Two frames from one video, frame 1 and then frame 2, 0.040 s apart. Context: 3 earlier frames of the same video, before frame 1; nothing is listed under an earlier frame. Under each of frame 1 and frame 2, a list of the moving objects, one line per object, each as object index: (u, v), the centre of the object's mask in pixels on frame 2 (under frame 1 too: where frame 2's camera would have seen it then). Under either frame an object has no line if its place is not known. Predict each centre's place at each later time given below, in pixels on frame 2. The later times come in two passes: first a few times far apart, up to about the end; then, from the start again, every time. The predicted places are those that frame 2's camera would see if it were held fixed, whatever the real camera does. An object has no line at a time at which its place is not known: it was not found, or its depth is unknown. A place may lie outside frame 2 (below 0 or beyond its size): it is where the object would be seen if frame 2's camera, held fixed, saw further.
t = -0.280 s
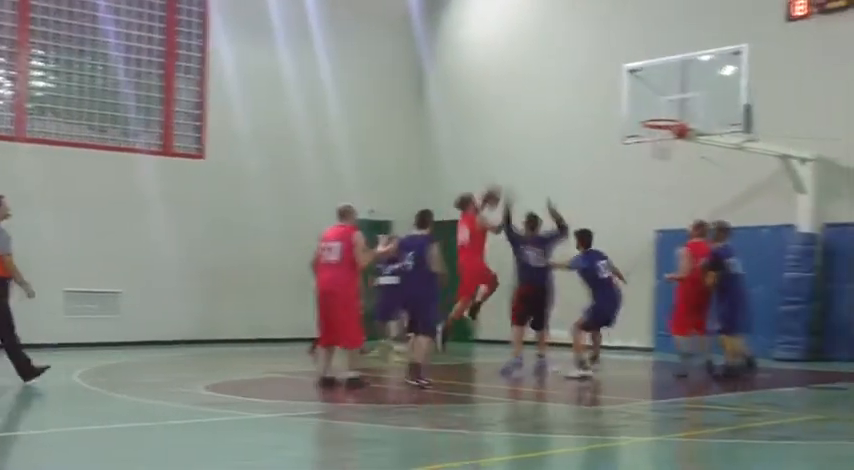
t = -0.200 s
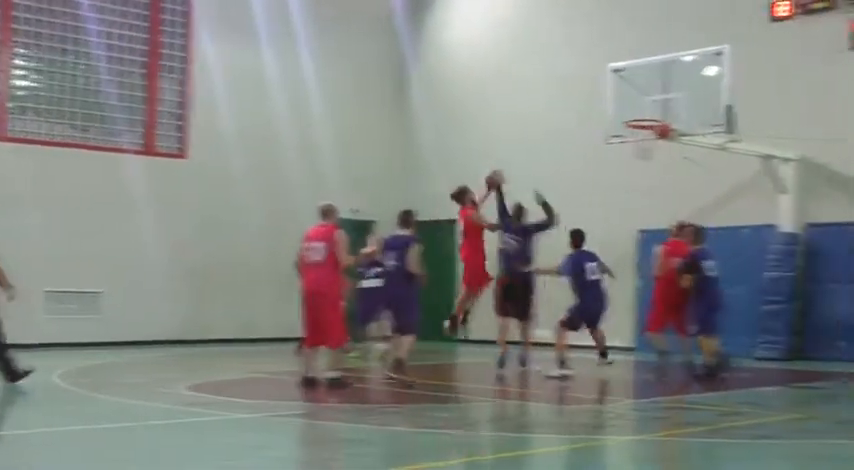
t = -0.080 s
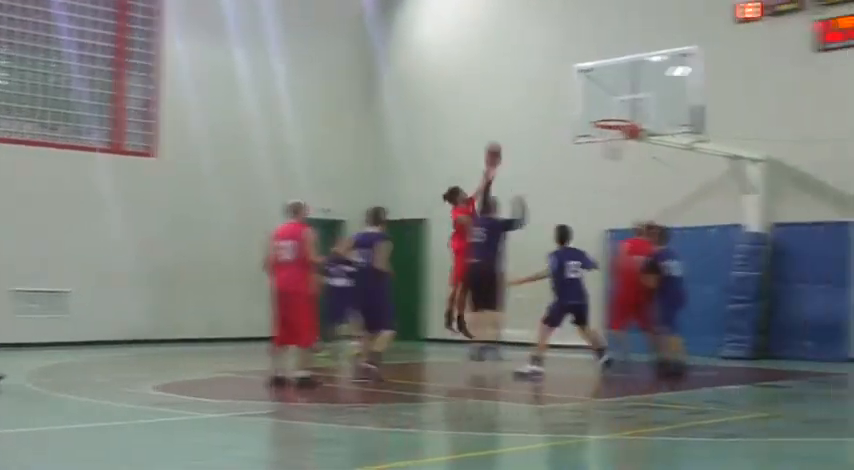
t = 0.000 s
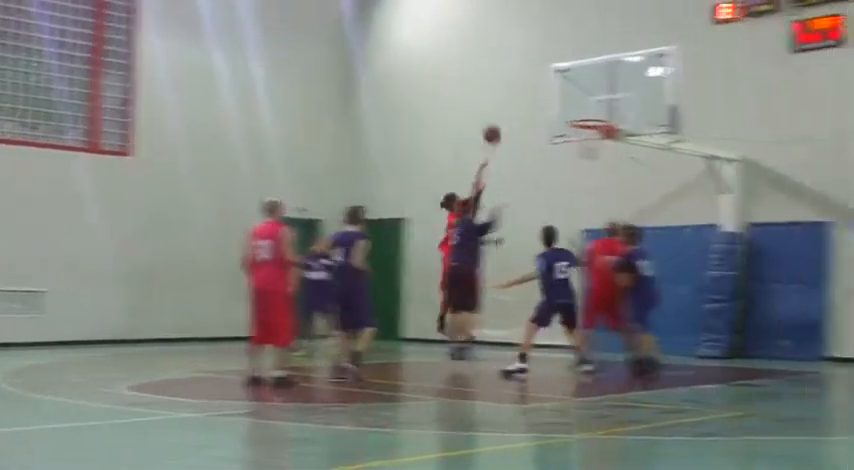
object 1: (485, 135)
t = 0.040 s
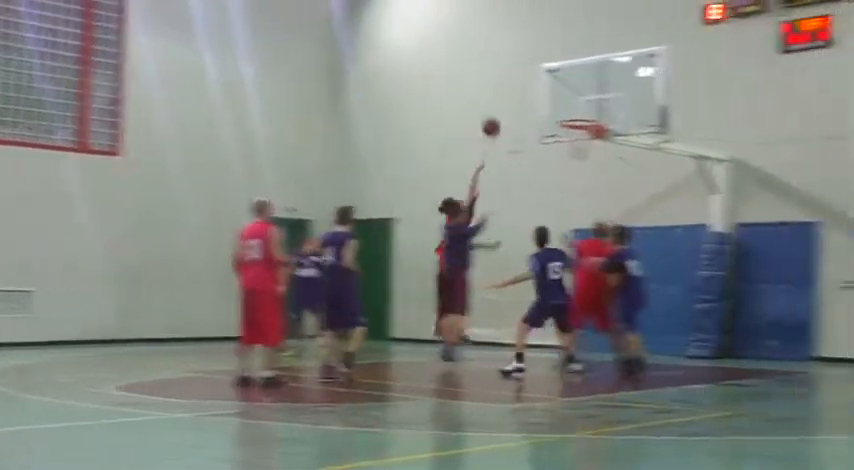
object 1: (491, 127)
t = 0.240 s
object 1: (538, 105)
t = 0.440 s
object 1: (570, 105)
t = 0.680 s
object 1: (557, 126)
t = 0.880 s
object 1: (568, 141)
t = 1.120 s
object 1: (578, 146)
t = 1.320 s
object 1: (571, 161)
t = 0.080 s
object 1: (499, 120)
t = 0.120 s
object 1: (509, 114)
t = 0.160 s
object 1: (520, 110)
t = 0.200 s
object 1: (530, 107)
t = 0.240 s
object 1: (538, 105)
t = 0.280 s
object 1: (547, 104)
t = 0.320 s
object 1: (556, 104)
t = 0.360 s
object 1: (565, 105)
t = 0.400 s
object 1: (568, 105)
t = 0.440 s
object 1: (570, 105)
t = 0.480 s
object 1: (572, 107)
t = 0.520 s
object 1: (573, 109)
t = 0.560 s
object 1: (575, 113)
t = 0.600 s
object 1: (573, 116)
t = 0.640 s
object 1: (565, 121)
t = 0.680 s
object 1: (557, 126)
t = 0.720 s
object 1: (559, 133)
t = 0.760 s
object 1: (561, 136)
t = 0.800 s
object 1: (563, 140)
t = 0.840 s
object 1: (565, 141)
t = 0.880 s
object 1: (568, 141)
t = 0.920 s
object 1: (572, 142)
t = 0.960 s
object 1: (574, 143)
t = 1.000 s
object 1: (576, 143)
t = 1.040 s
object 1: (578, 145)
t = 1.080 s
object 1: (578, 145)
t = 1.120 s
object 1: (578, 146)
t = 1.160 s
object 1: (577, 146)
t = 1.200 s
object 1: (575, 149)
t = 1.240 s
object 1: (575, 153)
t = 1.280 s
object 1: (573, 156)
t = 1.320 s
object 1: (571, 161)
